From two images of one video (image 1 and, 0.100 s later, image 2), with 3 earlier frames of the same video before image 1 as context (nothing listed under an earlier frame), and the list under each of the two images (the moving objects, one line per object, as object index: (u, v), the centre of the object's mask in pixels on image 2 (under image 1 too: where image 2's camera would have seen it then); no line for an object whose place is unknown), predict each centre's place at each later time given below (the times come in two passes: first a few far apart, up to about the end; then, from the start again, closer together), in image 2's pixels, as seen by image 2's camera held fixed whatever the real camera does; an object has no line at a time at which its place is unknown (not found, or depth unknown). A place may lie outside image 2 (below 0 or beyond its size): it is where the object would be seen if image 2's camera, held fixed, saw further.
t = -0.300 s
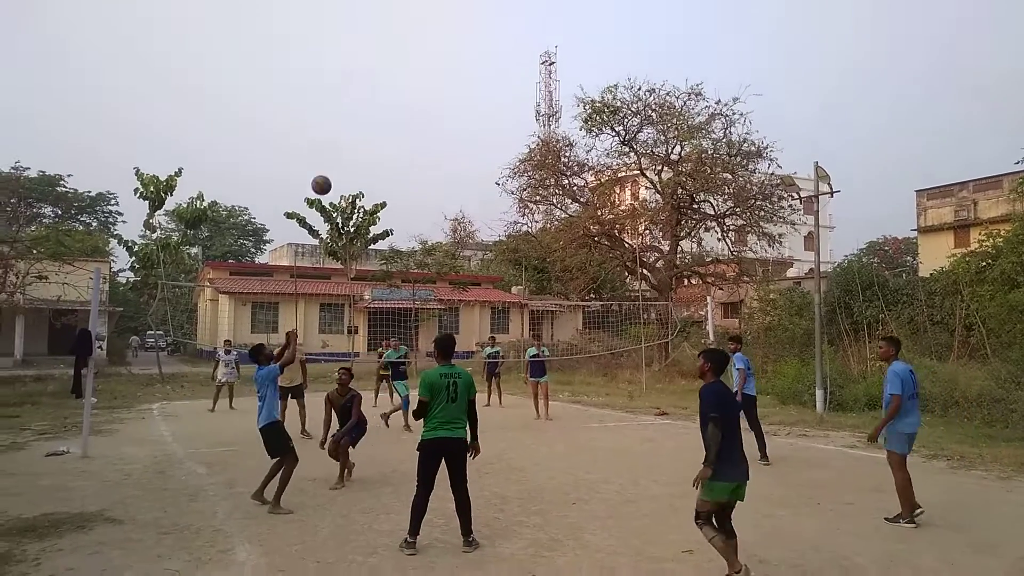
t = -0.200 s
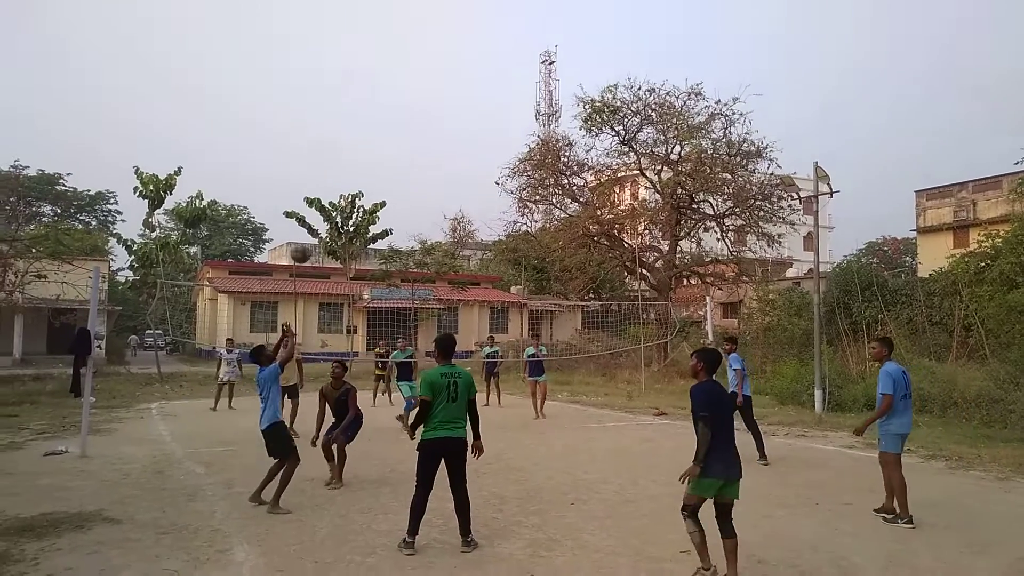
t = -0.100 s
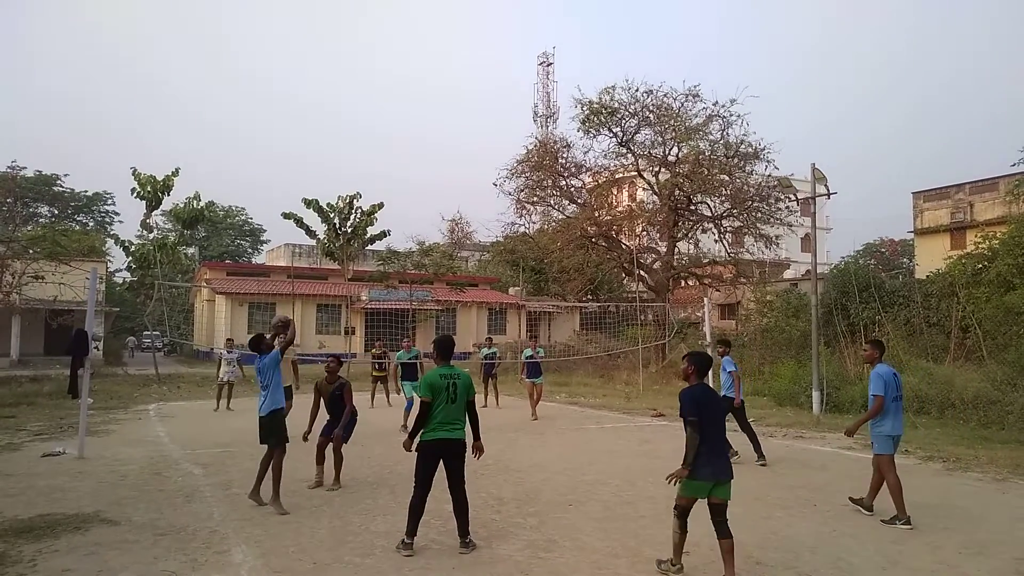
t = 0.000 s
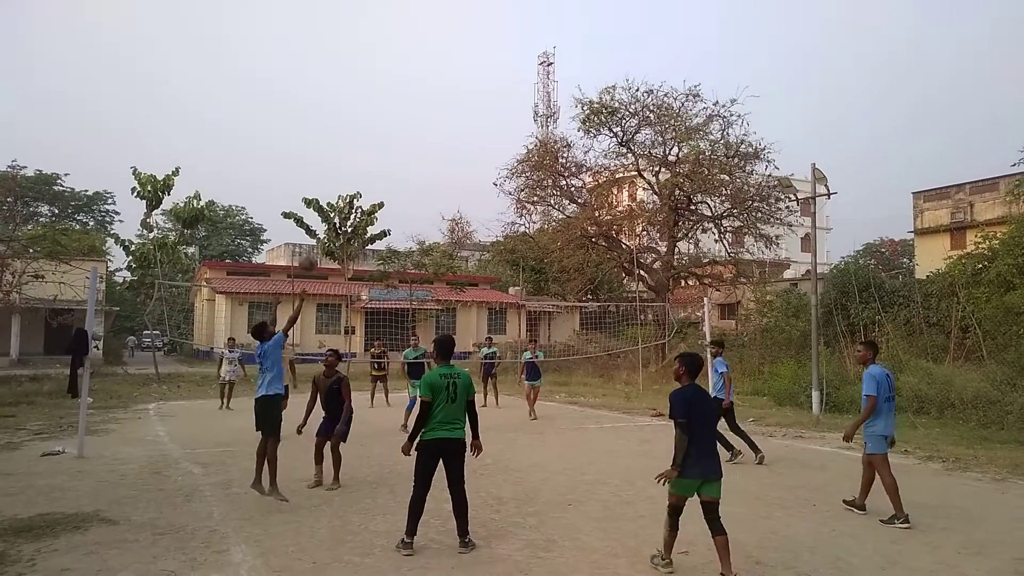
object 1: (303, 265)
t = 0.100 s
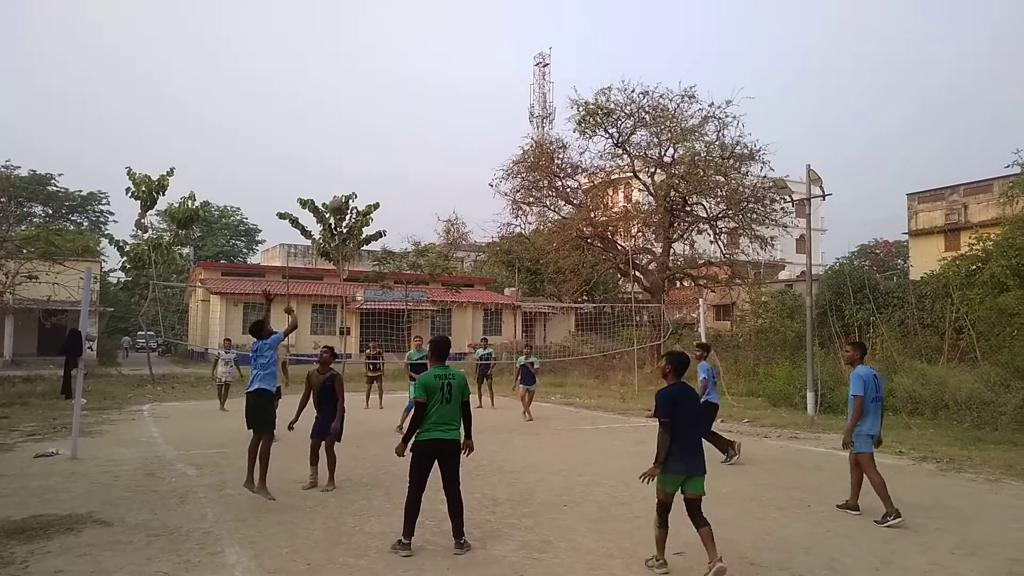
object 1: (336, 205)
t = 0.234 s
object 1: (377, 154)
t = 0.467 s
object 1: (435, 105)
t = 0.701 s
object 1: (482, 99)
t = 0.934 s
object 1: (522, 125)
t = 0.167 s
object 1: (357, 178)
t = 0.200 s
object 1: (367, 165)
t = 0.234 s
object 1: (377, 154)
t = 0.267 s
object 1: (386, 144)
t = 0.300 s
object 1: (395, 135)
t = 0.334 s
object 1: (403, 127)
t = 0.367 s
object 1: (411, 120)
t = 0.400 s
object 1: (419, 114)
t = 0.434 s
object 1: (427, 109)
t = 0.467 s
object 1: (435, 105)
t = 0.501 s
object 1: (442, 101)
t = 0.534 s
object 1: (450, 99)
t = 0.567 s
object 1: (457, 98)
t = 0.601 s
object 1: (463, 97)
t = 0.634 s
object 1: (470, 97)
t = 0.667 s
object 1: (476, 98)
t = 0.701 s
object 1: (482, 99)
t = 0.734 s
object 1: (488, 101)
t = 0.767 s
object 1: (494, 103)
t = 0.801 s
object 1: (500, 106)
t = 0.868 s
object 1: (511, 114)
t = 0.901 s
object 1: (517, 119)
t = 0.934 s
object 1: (522, 125)
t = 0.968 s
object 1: (527, 131)
